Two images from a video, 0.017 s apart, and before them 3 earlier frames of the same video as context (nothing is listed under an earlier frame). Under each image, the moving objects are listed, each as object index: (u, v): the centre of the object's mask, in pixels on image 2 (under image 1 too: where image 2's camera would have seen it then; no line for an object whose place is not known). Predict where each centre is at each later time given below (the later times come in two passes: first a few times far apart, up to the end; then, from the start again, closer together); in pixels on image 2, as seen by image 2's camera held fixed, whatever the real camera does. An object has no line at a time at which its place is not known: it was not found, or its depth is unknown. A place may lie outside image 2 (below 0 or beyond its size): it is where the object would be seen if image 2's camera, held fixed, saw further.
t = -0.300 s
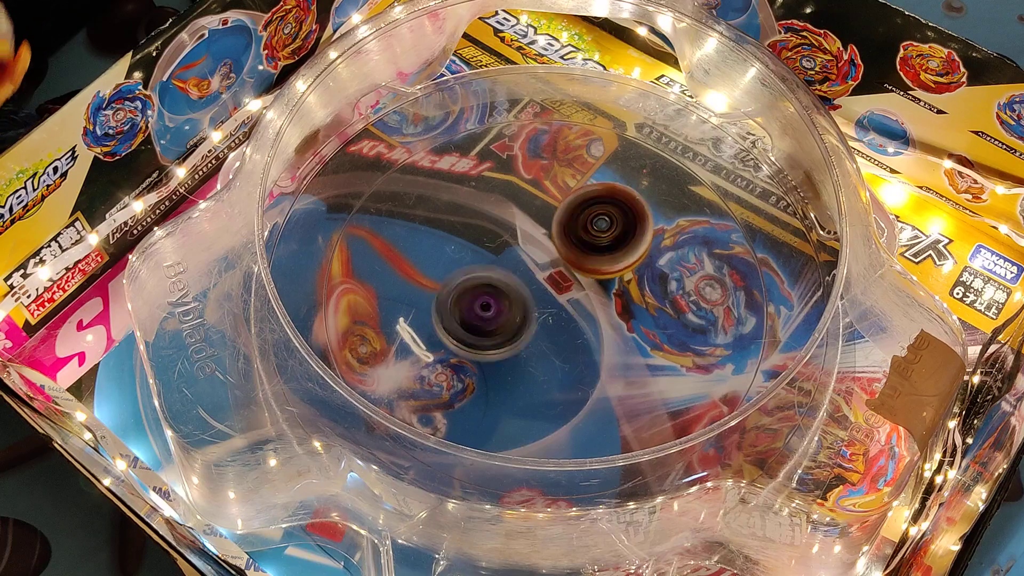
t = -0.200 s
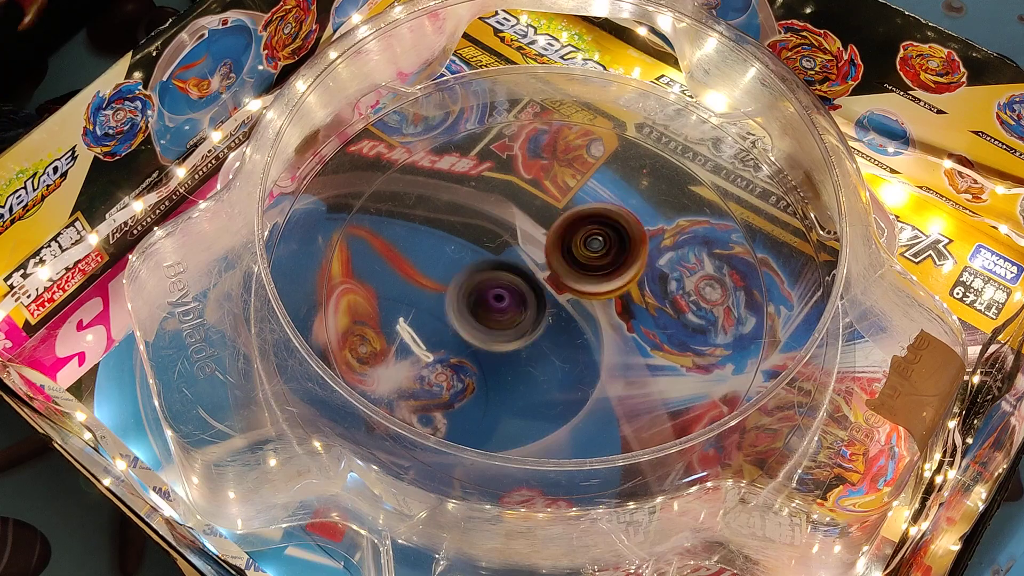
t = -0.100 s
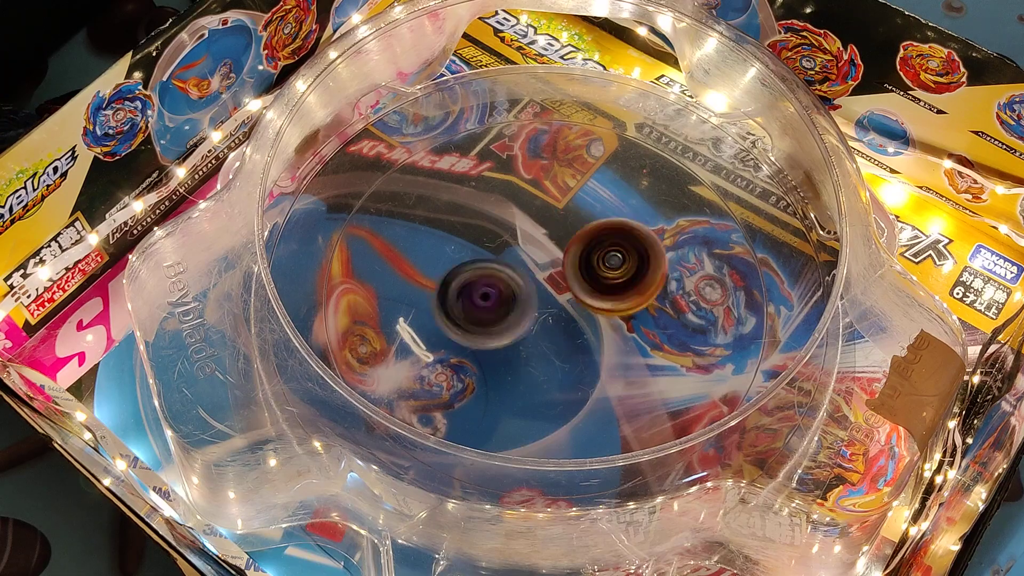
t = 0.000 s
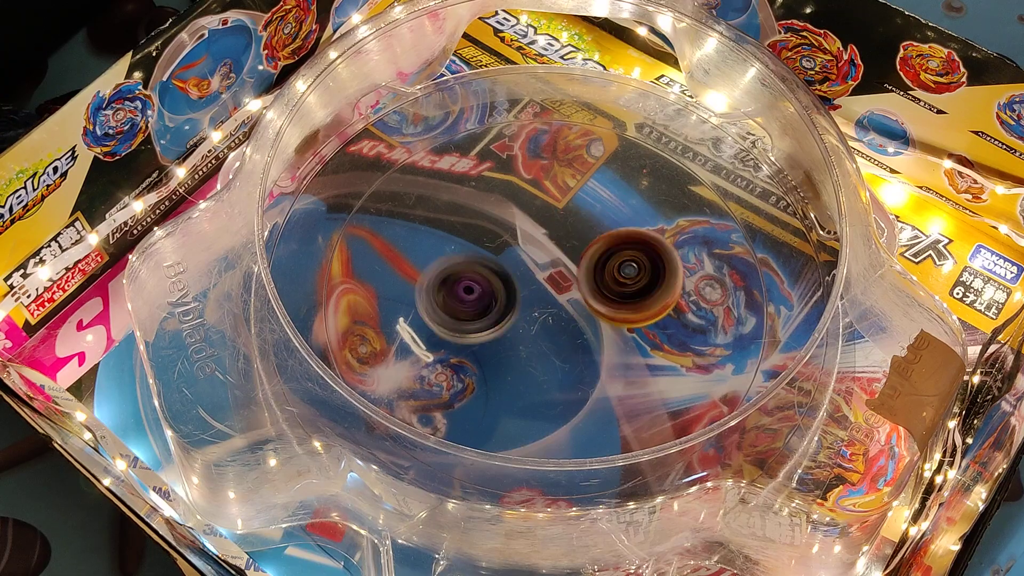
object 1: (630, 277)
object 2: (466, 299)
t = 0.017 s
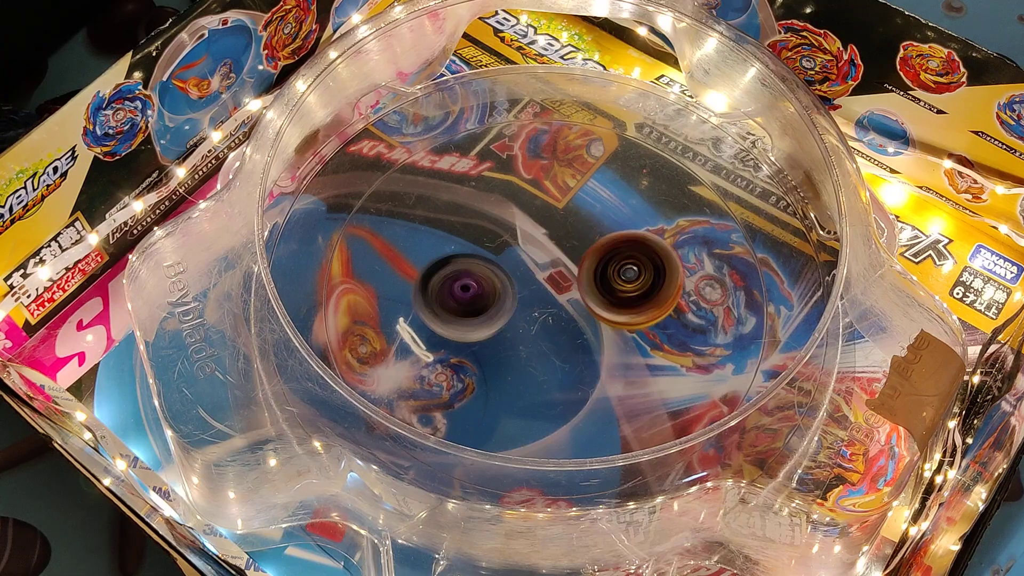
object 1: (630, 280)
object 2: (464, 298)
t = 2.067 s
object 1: (498, 306)
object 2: (601, 274)
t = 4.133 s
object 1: (609, 297)
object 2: (485, 267)
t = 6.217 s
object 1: (529, 288)
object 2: (624, 277)
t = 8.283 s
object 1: (562, 277)
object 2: (586, 373)
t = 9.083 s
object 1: (560, 271)
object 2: (586, 339)
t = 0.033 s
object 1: (631, 281)
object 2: (466, 295)
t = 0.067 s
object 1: (631, 285)
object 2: (469, 291)
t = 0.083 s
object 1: (631, 286)
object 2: (471, 288)
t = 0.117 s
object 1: (628, 289)
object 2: (480, 282)
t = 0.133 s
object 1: (627, 292)
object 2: (484, 280)
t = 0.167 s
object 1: (624, 295)
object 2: (496, 276)
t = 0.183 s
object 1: (622, 296)
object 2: (502, 275)
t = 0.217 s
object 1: (619, 300)
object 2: (516, 271)
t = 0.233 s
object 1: (623, 303)
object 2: (520, 270)
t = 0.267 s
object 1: (630, 312)
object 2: (520, 265)
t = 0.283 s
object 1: (633, 315)
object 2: (520, 263)
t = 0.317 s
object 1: (636, 321)
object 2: (520, 261)
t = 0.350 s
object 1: (639, 326)
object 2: (518, 259)
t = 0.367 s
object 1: (641, 328)
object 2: (516, 257)
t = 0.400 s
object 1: (642, 332)
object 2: (513, 254)
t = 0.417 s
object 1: (643, 334)
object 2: (511, 254)
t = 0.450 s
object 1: (643, 336)
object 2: (503, 253)
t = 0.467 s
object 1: (642, 338)
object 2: (503, 251)
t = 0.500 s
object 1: (640, 339)
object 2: (494, 254)
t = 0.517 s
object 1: (638, 339)
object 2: (493, 252)
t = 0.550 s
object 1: (634, 340)
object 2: (490, 254)
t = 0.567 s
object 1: (632, 340)
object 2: (487, 257)
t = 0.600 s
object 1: (625, 339)
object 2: (486, 261)
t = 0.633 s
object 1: (618, 340)
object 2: (486, 264)
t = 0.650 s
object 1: (614, 339)
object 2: (486, 268)
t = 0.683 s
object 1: (604, 338)
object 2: (487, 275)
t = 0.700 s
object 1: (600, 337)
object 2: (489, 273)
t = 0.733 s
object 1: (591, 336)
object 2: (491, 278)
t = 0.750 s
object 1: (586, 335)
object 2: (491, 280)
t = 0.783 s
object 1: (586, 341)
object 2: (486, 277)
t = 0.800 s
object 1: (588, 344)
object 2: (481, 273)
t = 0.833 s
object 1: (590, 347)
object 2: (474, 264)
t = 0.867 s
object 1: (589, 349)
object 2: (471, 255)
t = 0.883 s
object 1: (589, 349)
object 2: (470, 250)
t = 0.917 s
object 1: (587, 349)
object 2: (472, 239)
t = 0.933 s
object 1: (584, 349)
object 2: (472, 237)
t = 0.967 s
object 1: (581, 348)
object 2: (479, 230)
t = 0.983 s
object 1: (579, 347)
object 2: (487, 226)
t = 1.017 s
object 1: (573, 346)
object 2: (500, 223)
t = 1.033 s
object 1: (572, 344)
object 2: (505, 222)
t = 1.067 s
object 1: (565, 342)
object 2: (522, 224)
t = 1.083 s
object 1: (563, 341)
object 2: (533, 229)
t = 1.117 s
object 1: (556, 338)
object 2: (548, 235)
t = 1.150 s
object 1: (548, 335)
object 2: (562, 243)
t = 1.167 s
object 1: (546, 336)
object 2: (568, 246)
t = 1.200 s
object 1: (533, 344)
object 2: (583, 242)
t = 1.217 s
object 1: (527, 349)
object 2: (587, 238)
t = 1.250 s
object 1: (517, 356)
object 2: (598, 236)
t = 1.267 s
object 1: (513, 358)
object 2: (602, 234)
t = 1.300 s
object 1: (506, 362)
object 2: (607, 230)
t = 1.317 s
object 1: (502, 363)
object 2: (607, 230)
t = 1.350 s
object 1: (496, 366)
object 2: (607, 227)
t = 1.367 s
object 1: (494, 366)
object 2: (607, 226)
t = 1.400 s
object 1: (489, 367)
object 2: (604, 226)
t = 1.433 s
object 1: (484, 367)
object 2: (599, 224)
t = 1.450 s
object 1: (482, 366)
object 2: (594, 225)
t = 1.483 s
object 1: (479, 365)
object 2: (588, 225)
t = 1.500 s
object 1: (478, 362)
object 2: (585, 226)
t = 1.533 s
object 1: (477, 359)
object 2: (577, 228)
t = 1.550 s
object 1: (477, 356)
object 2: (570, 230)
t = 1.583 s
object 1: (476, 351)
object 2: (562, 230)
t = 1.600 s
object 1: (478, 349)
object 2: (560, 231)
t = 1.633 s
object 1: (478, 342)
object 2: (550, 232)
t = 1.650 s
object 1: (480, 339)
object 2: (542, 232)
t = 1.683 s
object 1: (482, 331)
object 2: (533, 233)
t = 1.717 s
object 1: (484, 324)
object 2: (527, 234)
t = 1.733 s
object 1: (486, 320)
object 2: (526, 233)
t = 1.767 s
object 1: (481, 324)
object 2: (529, 228)
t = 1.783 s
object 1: (480, 326)
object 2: (531, 225)
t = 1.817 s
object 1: (478, 329)
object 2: (540, 222)
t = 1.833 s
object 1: (479, 330)
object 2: (545, 221)
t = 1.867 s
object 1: (480, 327)
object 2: (554, 223)
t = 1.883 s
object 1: (482, 328)
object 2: (559, 226)
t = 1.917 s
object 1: (485, 325)
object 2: (569, 234)
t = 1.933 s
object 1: (486, 324)
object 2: (572, 237)
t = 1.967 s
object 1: (491, 320)
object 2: (581, 245)
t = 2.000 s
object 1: (494, 315)
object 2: (587, 255)
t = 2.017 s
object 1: (497, 313)
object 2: (591, 259)
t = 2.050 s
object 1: (500, 308)
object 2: (597, 270)
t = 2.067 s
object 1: (498, 306)
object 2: (601, 274)
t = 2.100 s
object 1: (490, 304)
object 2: (615, 281)
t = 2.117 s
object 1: (489, 302)
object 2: (622, 283)
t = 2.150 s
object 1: (486, 299)
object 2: (628, 288)
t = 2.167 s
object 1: (485, 298)
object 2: (625, 296)
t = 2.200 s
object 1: (484, 294)
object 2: (629, 296)
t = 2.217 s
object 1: (484, 292)
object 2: (627, 296)
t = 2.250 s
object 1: (484, 288)
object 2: (620, 298)
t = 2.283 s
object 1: (485, 285)
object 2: (611, 297)
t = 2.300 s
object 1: (485, 283)
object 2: (608, 293)
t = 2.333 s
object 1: (486, 280)
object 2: (598, 288)
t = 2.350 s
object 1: (487, 277)
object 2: (592, 286)
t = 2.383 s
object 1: (476, 270)
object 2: (594, 278)
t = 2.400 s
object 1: (471, 267)
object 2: (595, 276)
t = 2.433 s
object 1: (462, 264)
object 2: (600, 271)
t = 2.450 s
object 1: (460, 262)
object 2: (606, 266)
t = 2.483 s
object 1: (455, 259)
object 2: (610, 262)
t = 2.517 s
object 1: (452, 255)
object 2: (615, 260)
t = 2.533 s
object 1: (450, 253)
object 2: (618, 259)
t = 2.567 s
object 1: (448, 251)
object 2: (623, 259)
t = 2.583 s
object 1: (447, 249)
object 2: (624, 260)
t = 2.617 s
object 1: (448, 247)
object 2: (627, 263)
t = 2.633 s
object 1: (447, 246)
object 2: (627, 265)
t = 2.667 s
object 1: (450, 244)
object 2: (628, 272)
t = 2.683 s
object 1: (451, 244)
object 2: (629, 277)
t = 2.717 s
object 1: (455, 243)
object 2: (627, 284)
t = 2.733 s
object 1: (457, 243)
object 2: (627, 292)
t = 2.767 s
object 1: (463, 242)
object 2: (623, 300)
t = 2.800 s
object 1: (469, 242)
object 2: (617, 310)
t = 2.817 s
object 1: (473, 243)
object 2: (612, 317)
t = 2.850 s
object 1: (480, 243)
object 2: (603, 326)
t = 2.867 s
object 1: (484, 245)
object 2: (596, 329)
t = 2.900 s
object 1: (493, 246)
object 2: (583, 339)
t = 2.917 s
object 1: (497, 247)
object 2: (580, 342)
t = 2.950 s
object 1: (506, 248)
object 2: (565, 346)
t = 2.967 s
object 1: (512, 251)
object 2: (556, 353)
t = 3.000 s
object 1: (521, 252)
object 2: (544, 352)
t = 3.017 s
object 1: (527, 254)
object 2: (537, 351)
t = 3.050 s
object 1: (536, 256)
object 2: (524, 348)
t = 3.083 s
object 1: (548, 257)
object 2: (510, 344)
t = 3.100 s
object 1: (553, 258)
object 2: (501, 344)
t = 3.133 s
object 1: (564, 260)
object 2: (494, 340)
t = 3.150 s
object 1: (568, 260)
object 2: (490, 338)
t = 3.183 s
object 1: (579, 264)
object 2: (487, 335)
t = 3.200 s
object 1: (582, 264)
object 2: (490, 332)
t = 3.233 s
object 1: (594, 268)
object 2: (492, 327)
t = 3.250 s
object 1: (596, 268)
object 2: (496, 324)
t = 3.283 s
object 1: (606, 272)
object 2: (504, 319)
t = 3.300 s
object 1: (608, 273)
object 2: (507, 319)
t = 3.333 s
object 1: (616, 277)
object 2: (518, 314)
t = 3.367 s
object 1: (626, 278)
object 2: (526, 312)
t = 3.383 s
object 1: (637, 280)
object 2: (521, 311)
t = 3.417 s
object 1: (656, 278)
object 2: (517, 313)
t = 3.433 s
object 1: (662, 280)
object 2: (513, 315)
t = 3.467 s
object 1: (674, 278)
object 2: (511, 318)
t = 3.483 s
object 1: (679, 279)
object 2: (508, 319)
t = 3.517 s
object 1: (689, 277)
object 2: (509, 323)
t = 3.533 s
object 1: (692, 278)
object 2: (509, 324)
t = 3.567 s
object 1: (697, 278)
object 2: (509, 326)
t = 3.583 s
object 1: (700, 278)
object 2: (511, 329)
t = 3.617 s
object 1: (701, 279)
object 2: (512, 329)
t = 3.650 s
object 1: (701, 281)
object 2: (513, 330)
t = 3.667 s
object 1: (701, 281)
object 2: (515, 329)
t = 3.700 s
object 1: (698, 284)
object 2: (515, 328)
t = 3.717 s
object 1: (696, 284)
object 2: (518, 328)
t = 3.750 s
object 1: (690, 287)
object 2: (518, 324)
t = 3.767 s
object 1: (686, 288)
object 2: (519, 325)
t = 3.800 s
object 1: (678, 291)
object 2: (521, 319)
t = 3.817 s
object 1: (670, 293)
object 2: (521, 321)
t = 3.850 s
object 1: (662, 294)
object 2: (524, 315)
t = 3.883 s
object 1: (649, 295)
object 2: (525, 310)
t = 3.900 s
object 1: (644, 296)
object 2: (527, 310)
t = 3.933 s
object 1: (634, 298)
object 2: (526, 302)
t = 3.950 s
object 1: (634, 298)
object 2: (518, 303)
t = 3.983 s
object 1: (635, 298)
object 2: (510, 293)
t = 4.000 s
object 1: (634, 299)
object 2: (504, 293)
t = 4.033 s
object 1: (629, 298)
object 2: (499, 284)
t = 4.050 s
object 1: (627, 299)
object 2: (494, 285)
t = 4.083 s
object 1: (621, 298)
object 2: (490, 276)
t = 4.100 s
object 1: (617, 298)
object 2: (487, 274)
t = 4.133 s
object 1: (609, 297)
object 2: (485, 267)
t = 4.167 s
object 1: (601, 296)
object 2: (484, 258)
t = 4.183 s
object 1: (595, 295)
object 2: (484, 260)
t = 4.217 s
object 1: (587, 293)
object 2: (488, 250)
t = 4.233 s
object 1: (582, 293)
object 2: (487, 252)
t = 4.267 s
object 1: (577, 294)
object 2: (491, 239)
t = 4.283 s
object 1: (576, 295)
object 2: (488, 235)
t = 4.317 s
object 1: (572, 297)
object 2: (489, 227)
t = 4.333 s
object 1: (567, 297)
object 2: (487, 224)
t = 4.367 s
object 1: (559, 296)
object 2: (490, 221)
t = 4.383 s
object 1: (557, 296)
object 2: (488, 222)
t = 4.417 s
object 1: (550, 297)
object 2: (488, 220)
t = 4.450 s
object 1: (548, 306)
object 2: (480, 210)
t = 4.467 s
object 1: (544, 308)
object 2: (480, 207)
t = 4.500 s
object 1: (540, 311)
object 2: (474, 198)
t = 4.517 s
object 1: (537, 313)
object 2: (475, 197)
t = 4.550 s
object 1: (531, 312)
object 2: (469, 194)
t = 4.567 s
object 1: (528, 311)
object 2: (470, 195)
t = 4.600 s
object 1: (523, 312)
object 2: (465, 194)
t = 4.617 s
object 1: (521, 312)
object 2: (466, 197)
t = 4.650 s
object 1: (517, 310)
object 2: (463, 198)
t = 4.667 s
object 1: (514, 310)
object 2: (465, 201)
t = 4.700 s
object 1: (509, 307)
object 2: (465, 205)
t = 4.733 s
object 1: (506, 306)
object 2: (470, 215)
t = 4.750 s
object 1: (505, 305)
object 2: (472, 215)
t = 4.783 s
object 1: (503, 311)
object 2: (478, 219)
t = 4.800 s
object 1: (502, 316)
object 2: (479, 217)
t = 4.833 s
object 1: (503, 324)
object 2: (486, 216)
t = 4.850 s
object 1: (504, 327)
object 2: (486, 214)
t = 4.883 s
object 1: (504, 330)
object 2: (495, 217)
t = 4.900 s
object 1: (506, 332)
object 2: (495, 218)
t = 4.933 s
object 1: (509, 335)
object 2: (503, 221)
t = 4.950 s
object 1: (510, 335)
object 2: (504, 223)
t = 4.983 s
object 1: (513, 336)
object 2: (512, 226)
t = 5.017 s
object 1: (517, 337)
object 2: (517, 231)
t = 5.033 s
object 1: (520, 337)
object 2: (524, 233)
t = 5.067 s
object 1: (523, 337)
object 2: (530, 240)
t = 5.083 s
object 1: (525, 337)
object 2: (536, 242)
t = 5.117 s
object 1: (528, 338)
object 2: (544, 249)
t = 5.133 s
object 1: (528, 339)
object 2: (552, 248)
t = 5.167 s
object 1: (530, 341)
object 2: (566, 253)
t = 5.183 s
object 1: (532, 340)
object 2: (570, 253)
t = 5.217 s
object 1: (536, 340)
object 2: (581, 257)
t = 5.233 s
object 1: (538, 341)
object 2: (584, 260)
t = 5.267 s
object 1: (540, 341)
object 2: (595, 263)
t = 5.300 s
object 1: (532, 346)
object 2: (607, 266)
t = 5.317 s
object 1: (525, 350)
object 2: (618, 264)
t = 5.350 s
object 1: (515, 354)
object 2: (633, 266)
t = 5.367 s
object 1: (512, 355)
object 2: (639, 264)
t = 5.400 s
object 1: (508, 358)
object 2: (650, 266)
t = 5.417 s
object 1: (506, 359)
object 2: (649, 269)
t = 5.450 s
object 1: (503, 359)
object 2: (652, 270)
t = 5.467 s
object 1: (502, 359)
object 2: (652, 271)
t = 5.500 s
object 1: (499, 358)
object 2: (648, 271)
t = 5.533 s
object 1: (497, 356)
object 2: (643, 275)
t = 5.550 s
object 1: (496, 354)
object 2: (639, 275)
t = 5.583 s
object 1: (497, 350)
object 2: (633, 275)
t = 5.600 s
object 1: (497, 348)
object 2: (627, 279)
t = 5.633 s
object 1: (498, 344)
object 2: (619, 278)
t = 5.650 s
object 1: (500, 340)
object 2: (614, 278)
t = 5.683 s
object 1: (503, 335)
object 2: (602, 281)
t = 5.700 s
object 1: (505, 332)
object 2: (597, 282)
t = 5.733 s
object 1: (501, 329)
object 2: (590, 282)
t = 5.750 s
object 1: (499, 327)
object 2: (592, 280)
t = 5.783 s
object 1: (493, 324)
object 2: (595, 279)
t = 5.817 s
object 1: (494, 320)
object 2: (596, 276)
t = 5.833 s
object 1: (495, 317)
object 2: (596, 276)
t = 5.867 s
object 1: (501, 314)
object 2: (592, 276)
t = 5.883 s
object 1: (502, 313)
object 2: (595, 276)
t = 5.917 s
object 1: (504, 310)
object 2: (592, 278)
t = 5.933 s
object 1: (501, 307)
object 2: (600, 276)
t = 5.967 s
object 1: (500, 304)
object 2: (611, 274)
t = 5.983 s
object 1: (500, 303)
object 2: (614, 274)
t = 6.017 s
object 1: (504, 299)
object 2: (616, 272)
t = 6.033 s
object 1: (506, 298)
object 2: (618, 272)
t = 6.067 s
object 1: (512, 295)
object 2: (610, 276)
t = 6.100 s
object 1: (513, 296)
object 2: (622, 272)
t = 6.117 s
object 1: (514, 295)
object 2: (624, 274)
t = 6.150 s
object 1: (517, 292)
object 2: (622, 276)
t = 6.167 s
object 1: (518, 290)
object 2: (630, 272)
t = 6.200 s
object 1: (526, 288)
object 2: (631, 273)
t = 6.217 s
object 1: (529, 288)
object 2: (624, 277)
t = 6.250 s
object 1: (526, 286)
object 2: (640, 272)
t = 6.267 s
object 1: (521, 286)
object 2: (646, 273)
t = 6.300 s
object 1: (515, 282)
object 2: (649, 280)
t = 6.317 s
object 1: (515, 280)
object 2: (655, 281)
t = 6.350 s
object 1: (516, 279)
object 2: (659, 279)
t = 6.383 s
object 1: (518, 278)
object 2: (657, 286)
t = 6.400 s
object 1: (519, 278)
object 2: (655, 289)
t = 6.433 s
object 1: (519, 279)
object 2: (651, 288)
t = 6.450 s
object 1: (519, 279)
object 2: (648, 291)
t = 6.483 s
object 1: (519, 279)
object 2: (638, 298)
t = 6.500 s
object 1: (518, 279)
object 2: (632, 299)
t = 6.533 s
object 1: (516, 278)
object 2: (625, 301)
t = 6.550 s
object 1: (516, 277)
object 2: (618, 302)
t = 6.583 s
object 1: (517, 275)
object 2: (606, 309)
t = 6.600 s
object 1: (518, 273)
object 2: (598, 311)
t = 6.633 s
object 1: (519, 265)
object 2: (584, 318)
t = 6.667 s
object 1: (522, 258)
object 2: (566, 327)
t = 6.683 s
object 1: (523, 255)
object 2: (555, 331)
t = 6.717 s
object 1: (522, 246)
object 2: (535, 339)
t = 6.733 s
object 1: (522, 244)
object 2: (524, 342)
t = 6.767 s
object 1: (524, 240)
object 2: (505, 348)
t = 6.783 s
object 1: (523, 239)
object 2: (494, 349)
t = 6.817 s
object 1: (524, 236)
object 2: (477, 348)
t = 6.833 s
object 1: (524, 235)
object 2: (466, 349)
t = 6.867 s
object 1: (525, 235)
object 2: (454, 349)
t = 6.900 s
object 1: (526, 235)
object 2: (441, 345)
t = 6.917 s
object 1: (526, 235)
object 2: (436, 342)
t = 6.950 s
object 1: (527, 235)
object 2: (428, 337)
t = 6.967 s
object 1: (527, 236)
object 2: (423, 334)
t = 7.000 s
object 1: (528, 237)
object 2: (418, 329)
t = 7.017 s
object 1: (529, 237)
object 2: (416, 325)
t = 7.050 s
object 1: (532, 239)
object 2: (417, 319)
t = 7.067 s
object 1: (534, 240)
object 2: (418, 316)
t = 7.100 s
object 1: (539, 244)
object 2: (419, 306)
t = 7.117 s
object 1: (542, 246)
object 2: (419, 301)
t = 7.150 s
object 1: (547, 250)
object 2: (426, 293)
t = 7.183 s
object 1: (554, 256)
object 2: (437, 284)
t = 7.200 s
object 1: (557, 259)
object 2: (440, 278)
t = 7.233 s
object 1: (565, 264)
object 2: (450, 270)
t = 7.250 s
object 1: (569, 267)
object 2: (455, 266)
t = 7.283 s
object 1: (578, 273)
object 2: (469, 260)
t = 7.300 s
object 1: (582, 276)
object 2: (476, 258)
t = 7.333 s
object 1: (590, 280)
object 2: (491, 248)
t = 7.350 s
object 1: (593, 282)
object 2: (499, 244)
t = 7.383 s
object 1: (601, 285)
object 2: (512, 239)
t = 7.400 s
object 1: (604, 287)
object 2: (521, 236)
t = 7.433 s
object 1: (611, 288)
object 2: (539, 230)
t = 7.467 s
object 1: (617, 289)
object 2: (555, 223)
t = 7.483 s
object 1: (619, 288)
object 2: (563, 218)
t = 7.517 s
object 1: (622, 287)
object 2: (579, 215)
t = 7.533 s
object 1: (624, 287)
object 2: (585, 214)
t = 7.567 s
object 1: (624, 290)
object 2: (594, 216)
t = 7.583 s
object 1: (623, 295)
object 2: (602, 212)
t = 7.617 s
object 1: (619, 303)
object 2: (629, 208)
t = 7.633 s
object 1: (616, 306)
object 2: (638, 206)
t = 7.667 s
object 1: (608, 309)
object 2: (653, 210)
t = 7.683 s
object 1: (604, 309)
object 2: (658, 211)
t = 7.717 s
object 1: (595, 306)
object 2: (664, 218)
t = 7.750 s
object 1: (588, 301)
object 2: (670, 218)
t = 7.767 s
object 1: (586, 298)
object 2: (675, 217)
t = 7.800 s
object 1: (581, 292)
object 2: (680, 218)
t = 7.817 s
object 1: (580, 288)
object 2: (685, 216)
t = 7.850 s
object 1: (580, 281)
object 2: (692, 229)
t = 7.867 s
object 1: (581, 279)
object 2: (691, 233)
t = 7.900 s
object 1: (585, 275)
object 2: (680, 239)
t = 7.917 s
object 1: (586, 273)
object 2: (677, 247)
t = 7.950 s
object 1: (587, 271)
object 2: (665, 253)
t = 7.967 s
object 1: (584, 271)
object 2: (662, 256)
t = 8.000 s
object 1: (580, 270)
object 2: (657, 264)
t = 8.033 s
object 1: (577, 271)
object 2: (651, 272)
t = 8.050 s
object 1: (575, 271)
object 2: (642, 285)
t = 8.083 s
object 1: (567, 270)
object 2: (636, 301)
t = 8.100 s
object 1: (564, 270)
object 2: (632, 312)
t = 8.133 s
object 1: (561, 271)
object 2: (620, 327)
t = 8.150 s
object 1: (560, 272)
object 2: (615, 338)
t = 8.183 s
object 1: (560, 273)
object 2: (604, 354)
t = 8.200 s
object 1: (560, 273)
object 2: (600, 360)
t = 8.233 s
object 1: (561, 275)
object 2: (594, 369)
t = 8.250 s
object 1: (561, 276)
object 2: (590, 372)
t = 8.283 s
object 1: (562, 277)
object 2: (586, 373)
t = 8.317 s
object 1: (563, 278)
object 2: (584, 372)
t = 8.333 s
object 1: (563, 279)
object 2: (579, 373)
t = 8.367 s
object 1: (564, 280)
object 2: (578, 368)
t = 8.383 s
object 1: (565, 280)
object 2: (584, 363)
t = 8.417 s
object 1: (565, 281)
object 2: (586, 358)
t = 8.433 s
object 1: (566, 281)
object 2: (588, 356)
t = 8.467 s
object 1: (566, 281)
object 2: (594, 352)
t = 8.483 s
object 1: (566, 281)
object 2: (593, 348)
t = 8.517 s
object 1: (566, 279)
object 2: (594, 346)
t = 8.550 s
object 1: (565, 278)
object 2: (595, 350)
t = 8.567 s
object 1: (564, 277)
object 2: (590, 346)
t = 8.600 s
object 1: (563, 276)
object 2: (587, 345)
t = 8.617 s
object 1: (562, 275)
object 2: (586, 345)
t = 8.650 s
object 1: (561, 274)
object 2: (584, 343)
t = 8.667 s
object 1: (561, 273)
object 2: (584, 343)
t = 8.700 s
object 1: (561, 272)
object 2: (583, 342)
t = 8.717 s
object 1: (560, 271)
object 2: (583, 341)
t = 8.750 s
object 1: (560, 271)
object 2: (584, 342)
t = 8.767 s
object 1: (560, 271)
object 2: (585, 342)
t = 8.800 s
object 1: (560, 270)
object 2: (585, 339)
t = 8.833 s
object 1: (560, 271)
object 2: (586, 339)
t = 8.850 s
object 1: (560, 271)
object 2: (587, 339)
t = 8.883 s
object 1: (560, 271)
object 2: (586, 338)
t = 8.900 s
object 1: (560, 271)
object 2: (585, 338)
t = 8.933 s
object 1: (560, 271)
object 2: (584, 338)
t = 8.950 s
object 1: (560, 271)
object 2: (584, 338)
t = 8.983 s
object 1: (560, 271)
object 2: (584, 338)
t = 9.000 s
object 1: (560, 271)
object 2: (584, 338)
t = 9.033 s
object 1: (560, 271)
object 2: (587, 339)
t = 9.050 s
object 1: (560, 271)
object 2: (587, 339)
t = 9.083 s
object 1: (560, 271)
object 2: (586, 339)
